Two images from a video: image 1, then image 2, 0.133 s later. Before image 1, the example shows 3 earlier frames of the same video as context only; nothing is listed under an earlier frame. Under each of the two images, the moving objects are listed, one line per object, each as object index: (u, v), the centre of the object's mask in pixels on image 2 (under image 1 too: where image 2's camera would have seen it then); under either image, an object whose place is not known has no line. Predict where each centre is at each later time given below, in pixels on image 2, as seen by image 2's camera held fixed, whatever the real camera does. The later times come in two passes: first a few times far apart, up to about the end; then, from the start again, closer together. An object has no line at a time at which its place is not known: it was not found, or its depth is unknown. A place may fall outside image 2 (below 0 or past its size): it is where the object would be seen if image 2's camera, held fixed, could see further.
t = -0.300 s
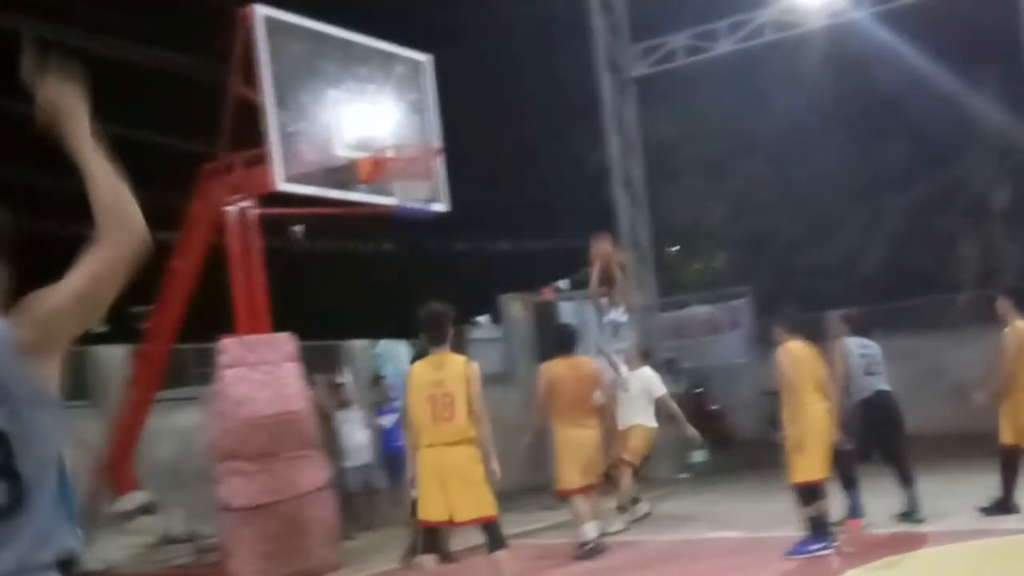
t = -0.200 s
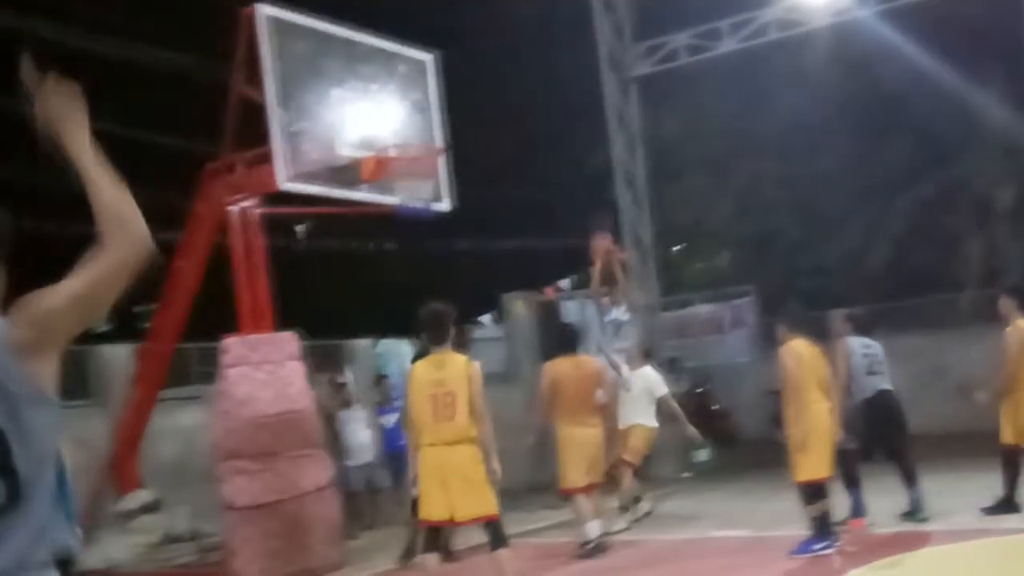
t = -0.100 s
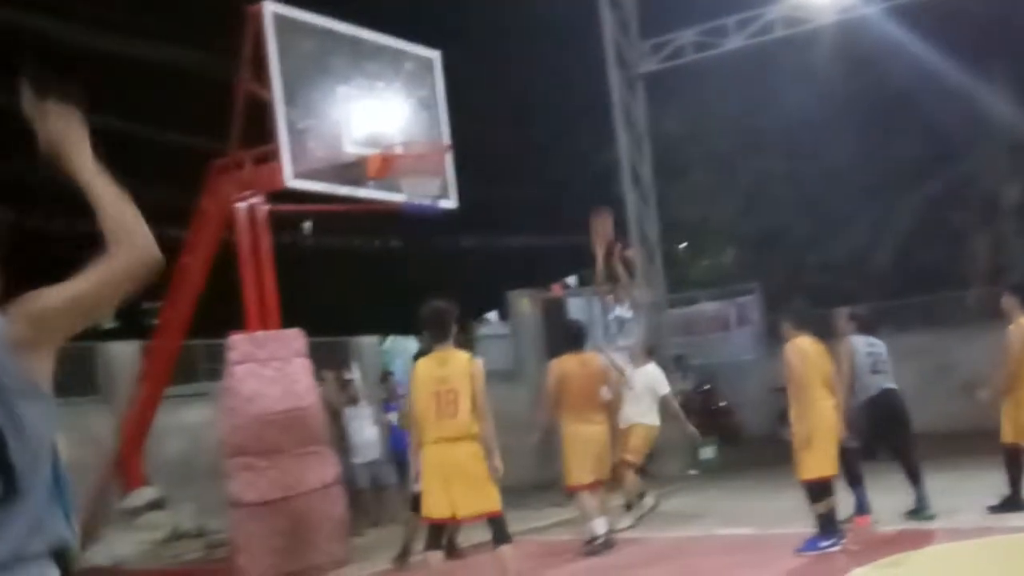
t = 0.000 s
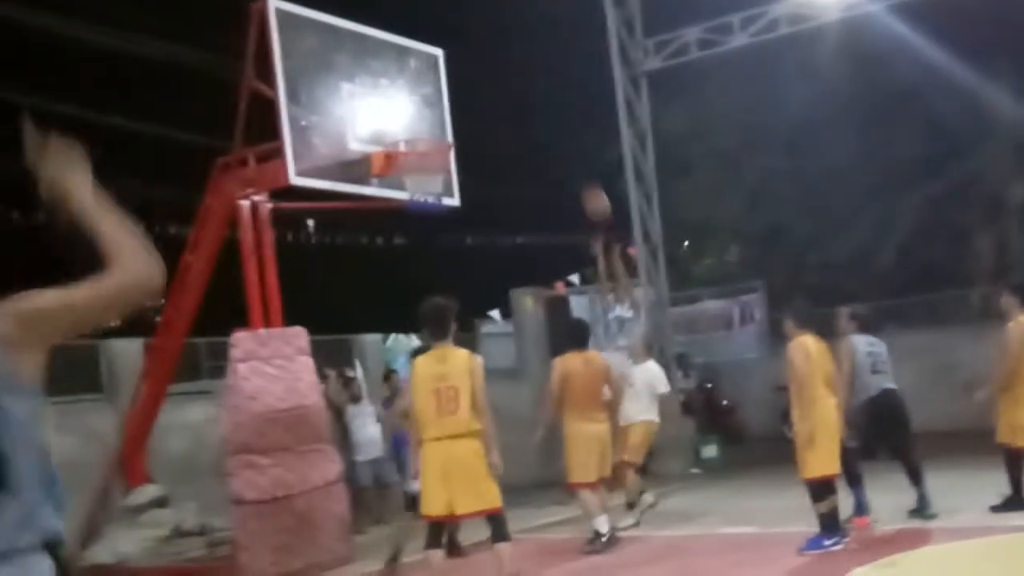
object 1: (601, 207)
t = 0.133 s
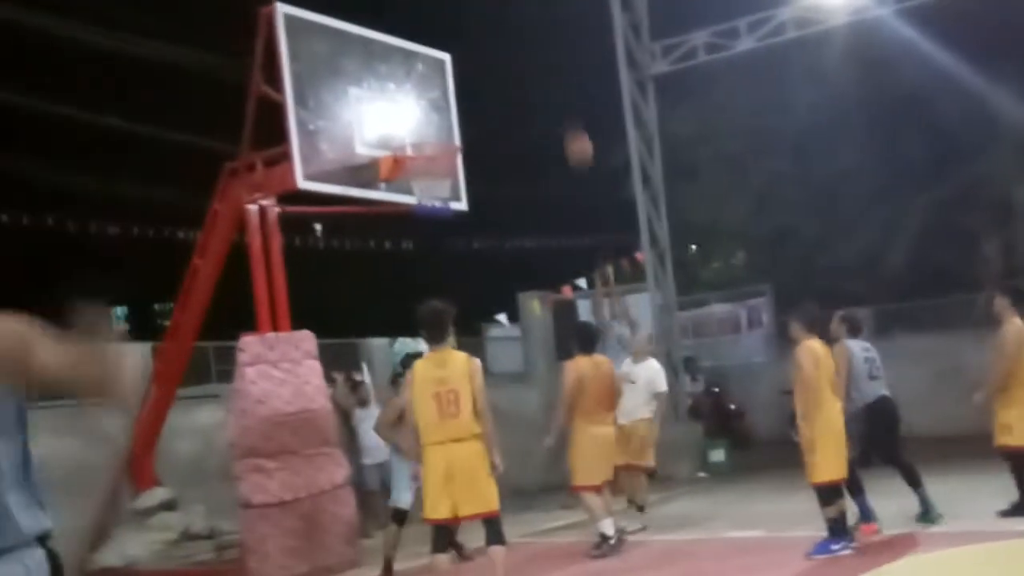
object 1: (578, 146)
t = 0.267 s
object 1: (557, 102)
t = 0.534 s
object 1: (505, 65)
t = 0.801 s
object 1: (448, 119)
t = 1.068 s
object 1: (416, 157)
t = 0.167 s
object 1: (574, 135)
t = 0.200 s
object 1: (567, 124)
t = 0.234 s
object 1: (562, 111)
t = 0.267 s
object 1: (557, 102)
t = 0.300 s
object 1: (550, 94)
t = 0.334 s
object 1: (541, 84)
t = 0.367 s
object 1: (537, 79)
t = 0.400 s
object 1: (531, 73)
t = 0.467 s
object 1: (520, 67)
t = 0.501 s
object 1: (514, 67)
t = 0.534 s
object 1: (505, 65)
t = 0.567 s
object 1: (493, 67)
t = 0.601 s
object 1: (487, 70)
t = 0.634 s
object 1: (486, 74)
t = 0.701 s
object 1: (471, 88)
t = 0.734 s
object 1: (464, 98)
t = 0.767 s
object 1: (460, 106)
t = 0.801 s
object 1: (448, 119)
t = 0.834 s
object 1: (444, 144)
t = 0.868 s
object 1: (438, 155)
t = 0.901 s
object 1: (428, 163)
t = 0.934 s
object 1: (417, 164)
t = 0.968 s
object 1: (419, 156)
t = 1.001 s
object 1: (413, 161)
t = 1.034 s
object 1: (414, 158)
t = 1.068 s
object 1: (416, 157)
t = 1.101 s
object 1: (423, 159)
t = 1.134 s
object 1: (423, 153)
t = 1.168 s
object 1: (416, 163)
